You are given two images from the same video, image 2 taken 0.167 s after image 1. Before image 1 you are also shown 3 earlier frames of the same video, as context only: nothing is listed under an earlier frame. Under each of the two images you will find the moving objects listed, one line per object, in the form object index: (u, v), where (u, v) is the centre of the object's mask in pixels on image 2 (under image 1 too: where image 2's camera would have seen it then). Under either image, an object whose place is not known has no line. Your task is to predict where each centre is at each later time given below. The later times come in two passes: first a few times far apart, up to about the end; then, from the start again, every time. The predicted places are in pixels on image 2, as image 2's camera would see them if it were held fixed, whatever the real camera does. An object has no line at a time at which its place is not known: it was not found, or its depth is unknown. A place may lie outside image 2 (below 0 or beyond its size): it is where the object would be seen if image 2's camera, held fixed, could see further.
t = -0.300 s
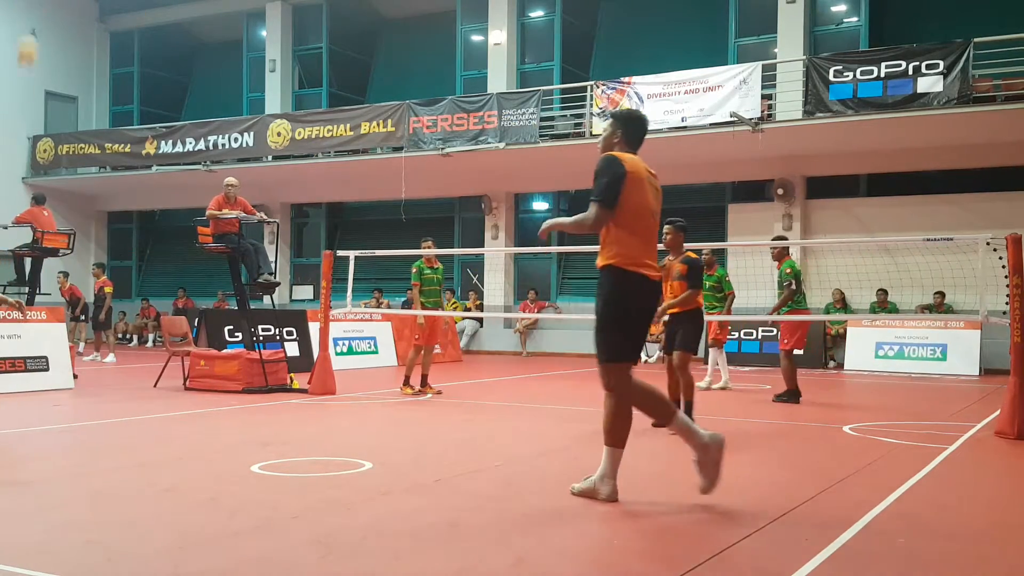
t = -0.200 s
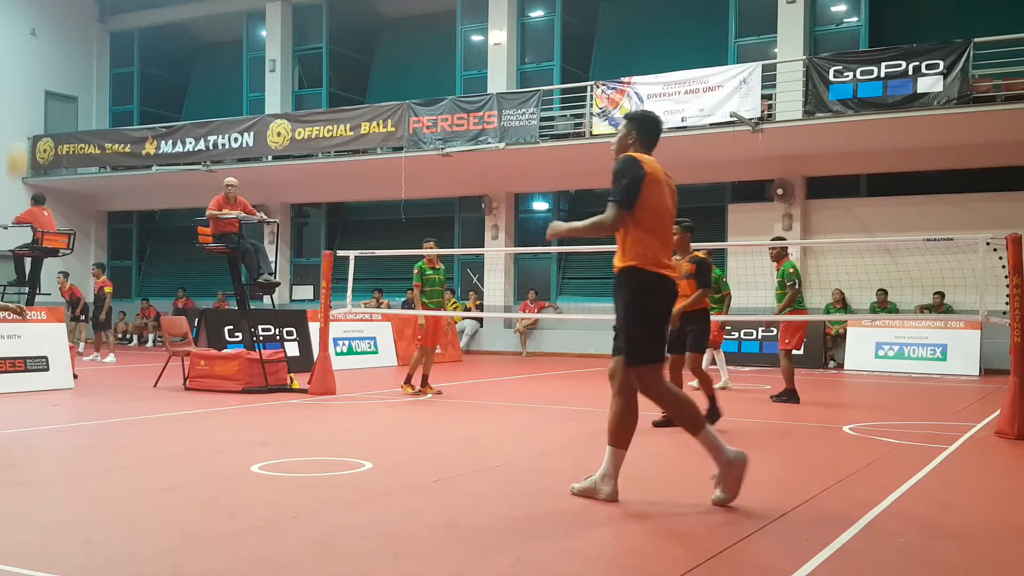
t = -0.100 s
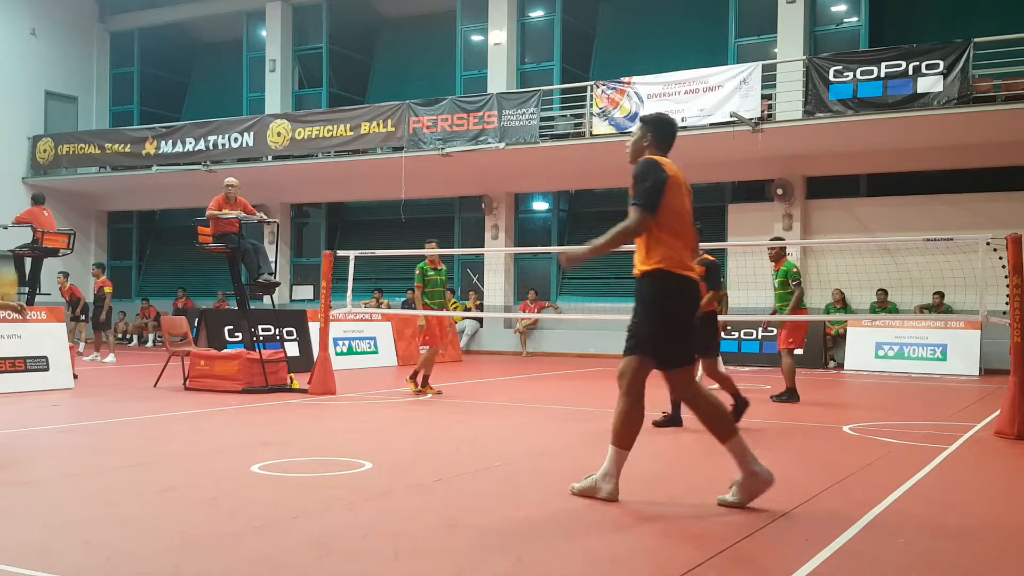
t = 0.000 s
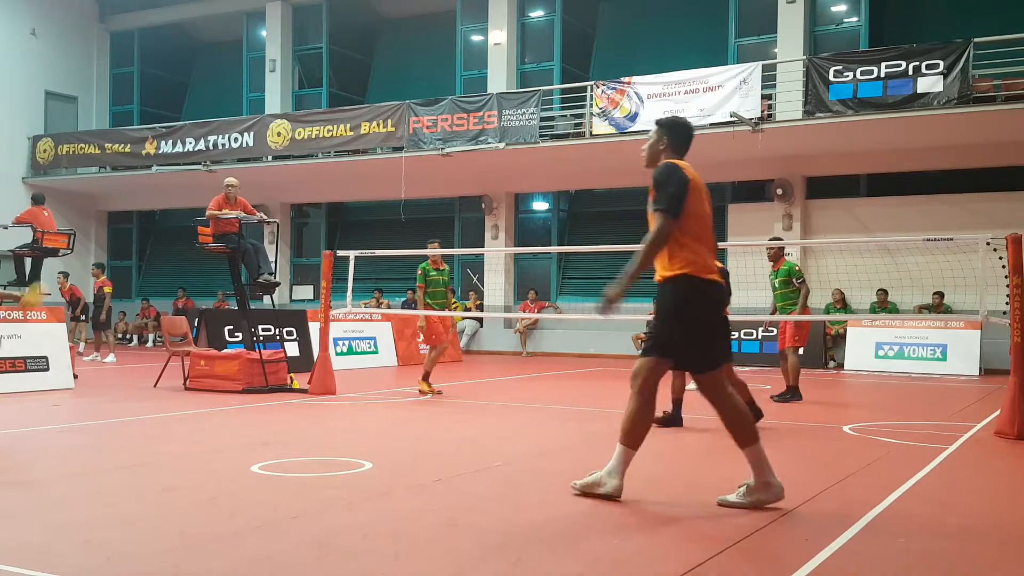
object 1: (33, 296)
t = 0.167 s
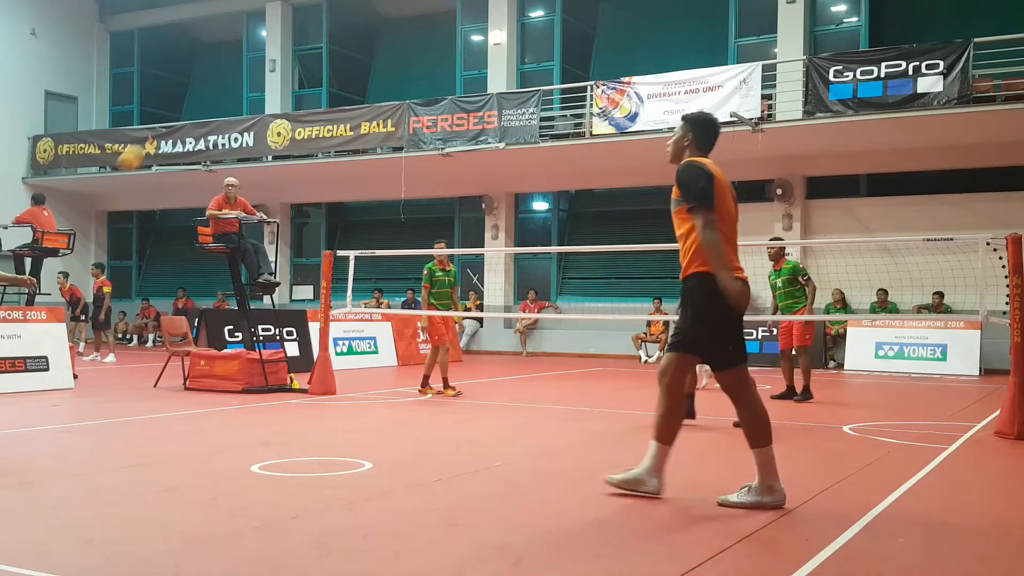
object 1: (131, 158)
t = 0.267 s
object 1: (184, 100)
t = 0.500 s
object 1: (295, 25)
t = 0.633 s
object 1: (352, 18)
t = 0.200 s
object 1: (150, 135)
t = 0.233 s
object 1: (167, 115)
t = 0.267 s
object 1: (184, 100)
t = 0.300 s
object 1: (200, 84)
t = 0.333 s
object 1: (217, 70)
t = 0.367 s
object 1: (233, 58)
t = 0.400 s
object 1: (249, 47)
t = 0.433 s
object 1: (263, 38)
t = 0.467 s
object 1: (281, 30)
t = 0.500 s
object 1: (295, 25)
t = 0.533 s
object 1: (310, 21)
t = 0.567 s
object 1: (324, 19)
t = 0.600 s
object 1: (338, 17)
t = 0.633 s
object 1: (352, 18)
